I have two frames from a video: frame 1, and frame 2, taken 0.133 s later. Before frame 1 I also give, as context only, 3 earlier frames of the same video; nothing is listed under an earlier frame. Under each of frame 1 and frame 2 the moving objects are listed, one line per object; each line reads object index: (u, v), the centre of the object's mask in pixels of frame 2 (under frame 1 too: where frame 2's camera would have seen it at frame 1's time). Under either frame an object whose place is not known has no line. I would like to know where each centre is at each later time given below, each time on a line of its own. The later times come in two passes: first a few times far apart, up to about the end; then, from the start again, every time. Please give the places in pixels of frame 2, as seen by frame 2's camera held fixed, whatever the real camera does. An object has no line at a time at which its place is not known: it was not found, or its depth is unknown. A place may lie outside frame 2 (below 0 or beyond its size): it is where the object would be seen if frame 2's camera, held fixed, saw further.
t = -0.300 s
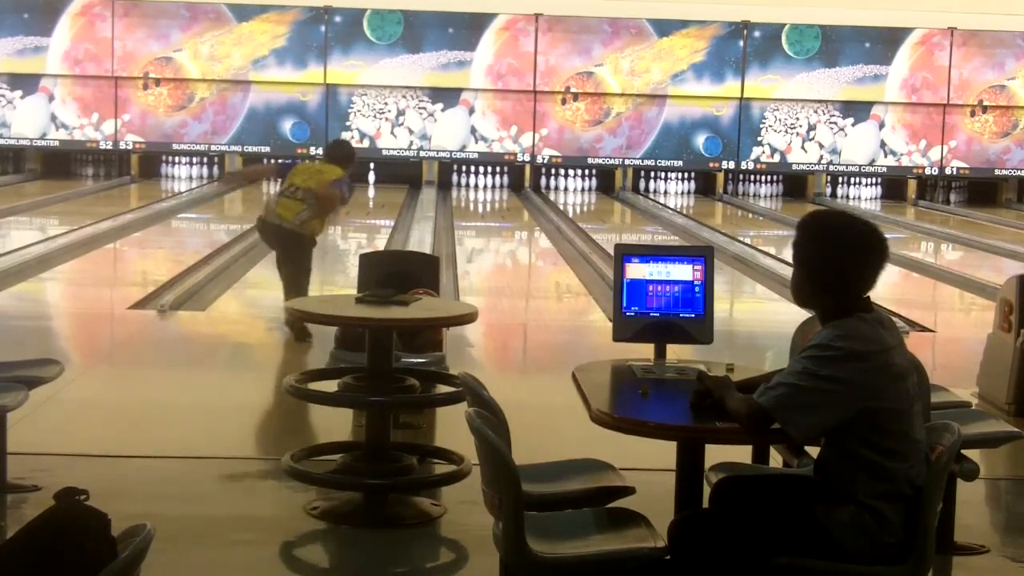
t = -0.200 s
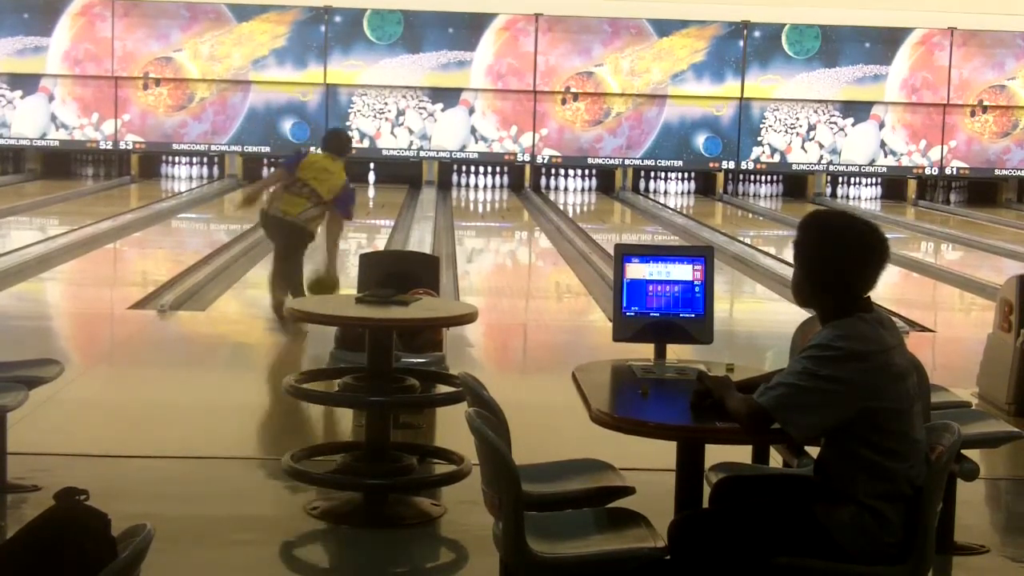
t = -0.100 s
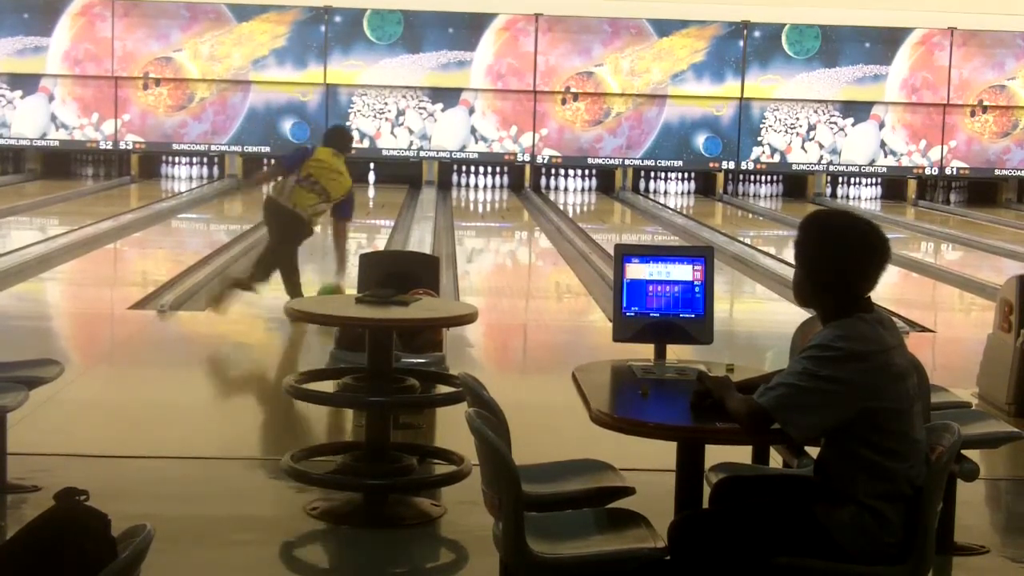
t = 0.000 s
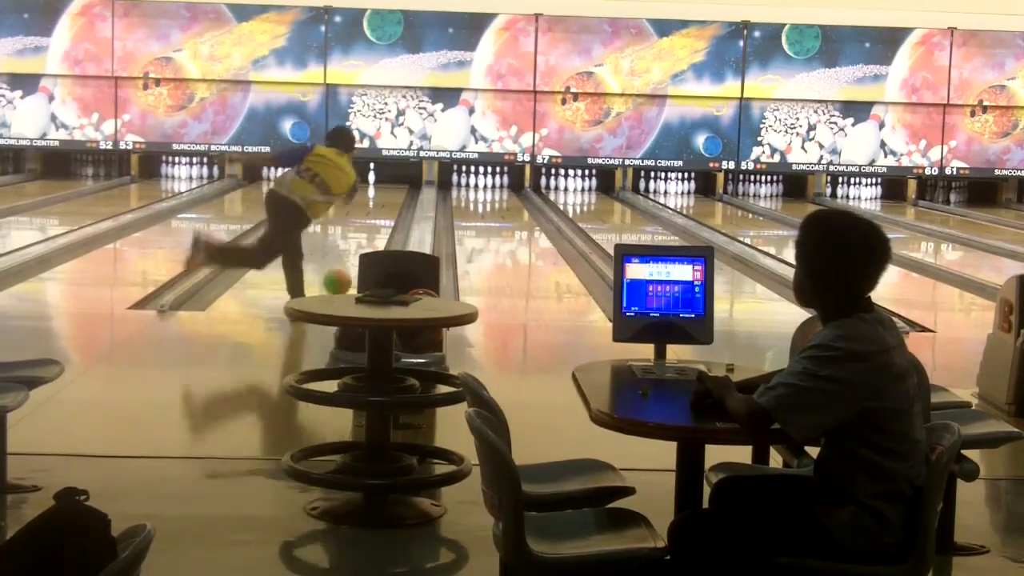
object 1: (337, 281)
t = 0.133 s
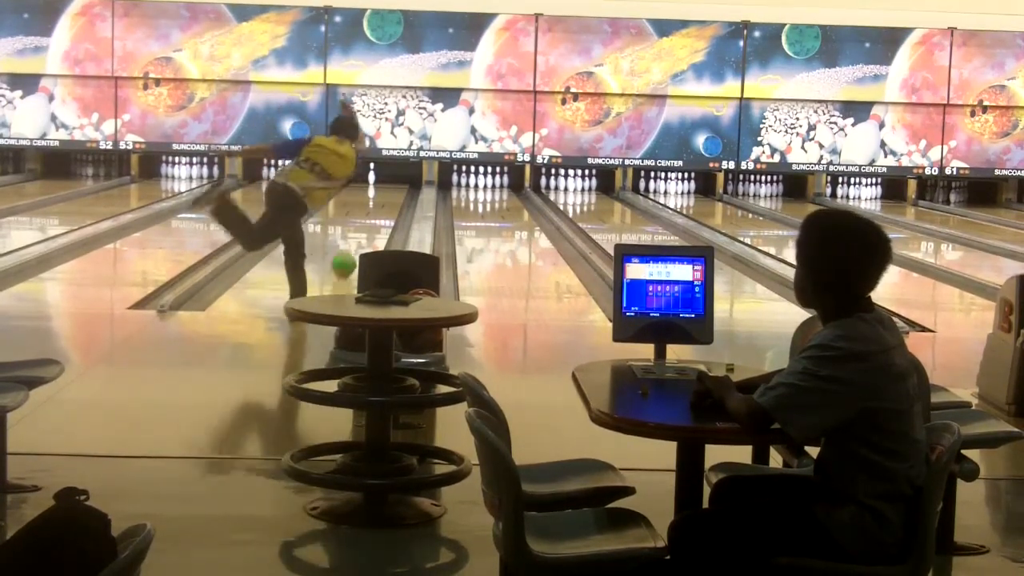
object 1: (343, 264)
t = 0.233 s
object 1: (347, 253)
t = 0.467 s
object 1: (355, 234)
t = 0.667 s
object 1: (358, 220)
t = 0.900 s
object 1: (361, 209)
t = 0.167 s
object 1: (345, 261)
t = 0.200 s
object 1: (346, 257)
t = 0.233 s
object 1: (347, 253)
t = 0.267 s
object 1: (348, 250)
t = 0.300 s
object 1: (349, 247)
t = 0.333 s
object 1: (350, 244)
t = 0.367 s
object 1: (351, 241)
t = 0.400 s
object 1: (352, 239)
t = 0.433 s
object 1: (353, 237)
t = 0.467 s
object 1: (355, 234)
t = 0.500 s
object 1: (355, 231)
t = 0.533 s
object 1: (355, 229)
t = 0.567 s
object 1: (356, 227)
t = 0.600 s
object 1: (357, 225)
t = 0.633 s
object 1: (357, 223)
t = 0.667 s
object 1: (358, 220)
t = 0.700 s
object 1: (359, 217)
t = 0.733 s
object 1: (360, 216)
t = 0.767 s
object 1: (360, 215)
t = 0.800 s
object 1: (361, 213)
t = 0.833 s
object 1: (360, 213)
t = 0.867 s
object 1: (360, 211)
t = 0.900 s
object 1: (361, 209)
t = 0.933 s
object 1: (363, 206)
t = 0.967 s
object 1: (363, 205)
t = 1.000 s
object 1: (363, 204)
